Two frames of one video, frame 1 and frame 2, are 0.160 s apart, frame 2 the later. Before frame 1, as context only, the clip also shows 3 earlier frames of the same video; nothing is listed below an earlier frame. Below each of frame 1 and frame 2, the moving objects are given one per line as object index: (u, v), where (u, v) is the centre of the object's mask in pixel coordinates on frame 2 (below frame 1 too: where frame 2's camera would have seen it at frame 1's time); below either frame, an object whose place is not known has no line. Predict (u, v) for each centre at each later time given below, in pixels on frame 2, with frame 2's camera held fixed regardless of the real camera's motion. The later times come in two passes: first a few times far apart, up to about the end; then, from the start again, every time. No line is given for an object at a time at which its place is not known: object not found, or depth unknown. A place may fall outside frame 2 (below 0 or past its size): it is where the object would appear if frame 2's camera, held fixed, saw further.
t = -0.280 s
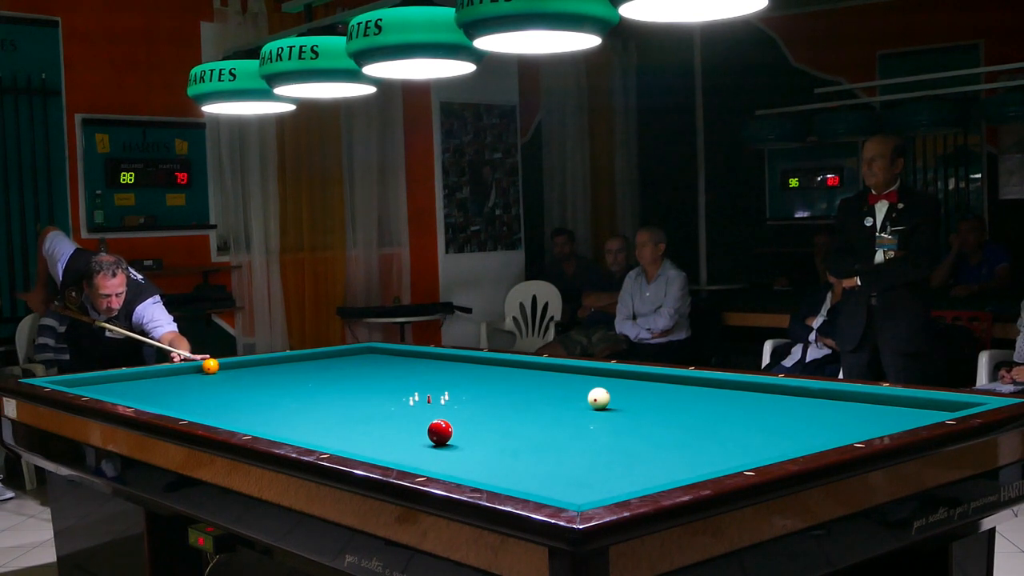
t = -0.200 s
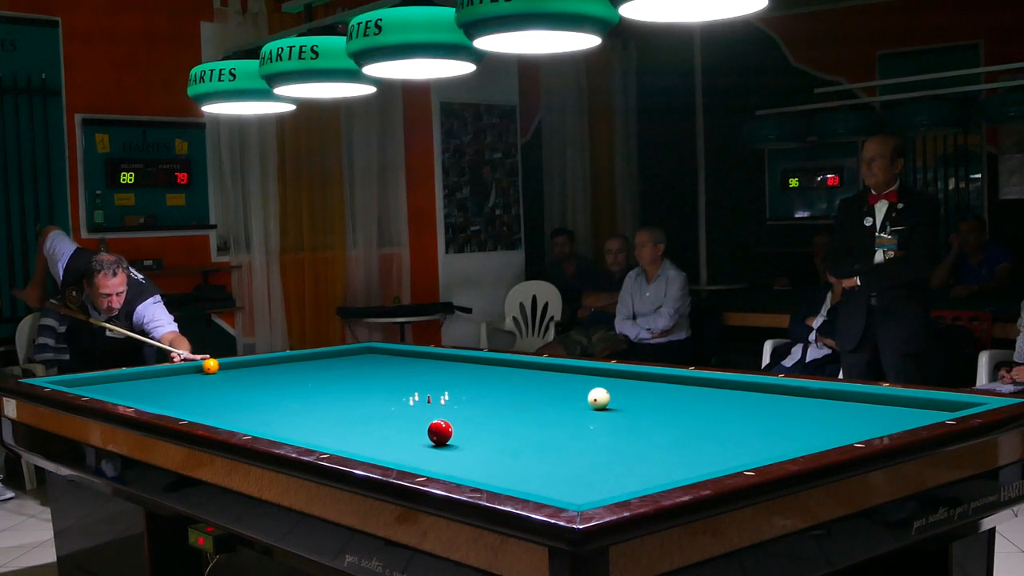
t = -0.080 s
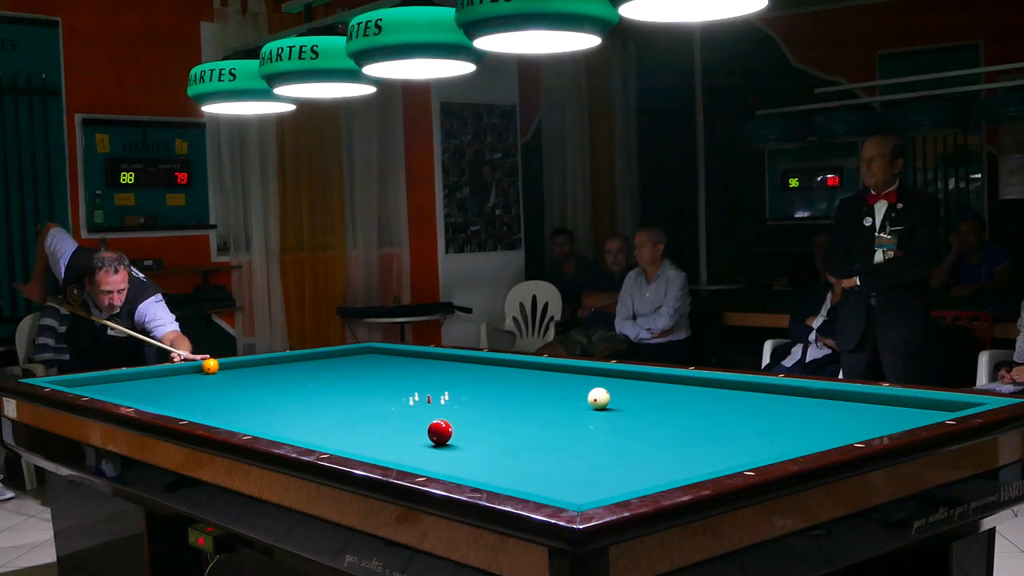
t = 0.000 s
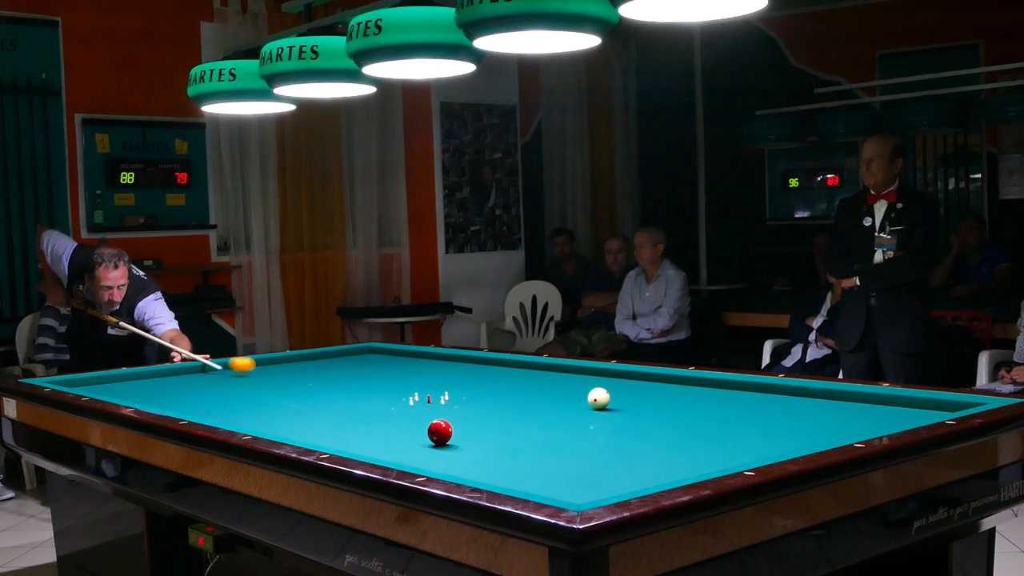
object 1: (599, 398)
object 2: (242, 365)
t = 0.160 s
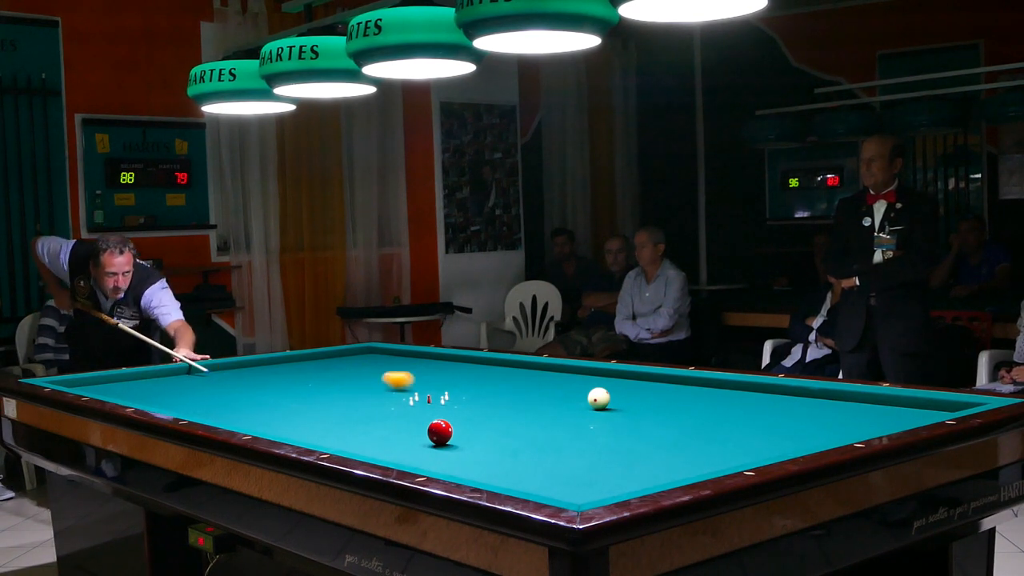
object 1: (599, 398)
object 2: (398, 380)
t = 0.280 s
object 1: (599, 398)
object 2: (543, 391)
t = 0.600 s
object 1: (735, 423)
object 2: (691, 386)
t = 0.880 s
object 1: (486, 397)
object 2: (712, 388)
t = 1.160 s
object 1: (334, 380)
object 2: (690, 396)
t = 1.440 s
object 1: (223, 368)
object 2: (668, 403)
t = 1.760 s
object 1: (262, 374)
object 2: (642, 413)
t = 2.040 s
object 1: (324, 384)
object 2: (618, 421)
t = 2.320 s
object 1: (393, 395)
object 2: (592, 430)
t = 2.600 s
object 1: (473, 407)
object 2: (565, 439)
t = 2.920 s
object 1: (584, 425)
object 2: (532, 451)
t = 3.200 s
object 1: (705, 444)
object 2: (502, 462)
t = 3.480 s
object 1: (722, 447)
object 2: (470, 469)
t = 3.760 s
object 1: (645, 436)
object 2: (484, 472)
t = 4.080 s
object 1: (571, 424)
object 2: (527, 474)
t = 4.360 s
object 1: (515, 416)
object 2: (564, 473)
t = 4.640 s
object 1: (465, 409)
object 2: (598, 472)
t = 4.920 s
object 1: (421, 402)
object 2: (631, 470)
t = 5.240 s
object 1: (376, 395)
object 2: (666, 468)
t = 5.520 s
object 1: (342, 390)
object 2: (694, 464)
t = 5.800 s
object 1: (310, 385)
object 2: (721, 460)
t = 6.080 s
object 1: (282, 381)
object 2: (744, 457)
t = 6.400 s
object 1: (253, 377)
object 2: (747, 455)
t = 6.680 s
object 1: (230, 373)
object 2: (749, 453)
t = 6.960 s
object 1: (209, 369)
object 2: (751, 452)
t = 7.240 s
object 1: (192, 367)
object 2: (753, 451)
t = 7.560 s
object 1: (206, 369)
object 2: (754, 449)
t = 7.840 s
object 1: (217, 371)
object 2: (755, 448)
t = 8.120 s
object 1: (229, 372)
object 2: (756, 448)
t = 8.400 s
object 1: (241, 374)
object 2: (757, 447)
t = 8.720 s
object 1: (253, 375)
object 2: (757, 447)
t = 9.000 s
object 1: (264, 377)
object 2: (757, 447)
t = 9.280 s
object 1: (274, 379)
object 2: (757, 447)
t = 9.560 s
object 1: (284, 380)
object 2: (757, 447)
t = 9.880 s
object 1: (294, 382)
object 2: (757, 447)
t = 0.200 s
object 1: (599, 398)
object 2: (443, 383)
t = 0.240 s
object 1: (599, 398)
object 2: (492, 387)
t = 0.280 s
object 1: (599, 398)
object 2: (543, 391)
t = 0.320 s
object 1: (610, 398)
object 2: (588, 395)
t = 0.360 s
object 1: (653, 404)
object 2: (603, 392)
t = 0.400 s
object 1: (702, 412)
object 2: (619, 391)
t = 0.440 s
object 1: (755, 420)
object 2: (633, 390)
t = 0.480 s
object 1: (812, 428)
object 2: (648, 389)
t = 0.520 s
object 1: (836, 431)
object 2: (663, 388)
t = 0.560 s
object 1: (783, 428)
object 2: (677, 387)
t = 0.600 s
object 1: (735, 423)
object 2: (691, 386)
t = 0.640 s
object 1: (690, 418)
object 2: (706, 384)
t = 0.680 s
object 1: (649, 414)
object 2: (720, 383)
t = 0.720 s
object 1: (611, 410)
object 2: (733, 383)
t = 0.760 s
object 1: (576, 406)
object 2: (728, 384)
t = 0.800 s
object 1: (544, 403)
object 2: (722, 386)
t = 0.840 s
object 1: (514, 399)
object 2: (717, 387)
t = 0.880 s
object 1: (486, 397)
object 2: (712, 388)
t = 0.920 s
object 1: (460, 394)
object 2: (708, 389)
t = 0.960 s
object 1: (435, 392)
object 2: (705, 390)
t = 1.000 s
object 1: (413, 389)
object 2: (702, 391)
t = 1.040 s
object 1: (392, 386)
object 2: (699, 393)
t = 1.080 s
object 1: (372, 385)
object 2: (696, 394)
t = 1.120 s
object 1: (353, 382)
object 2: (693, 395)
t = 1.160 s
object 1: (334, 380)
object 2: (690, 396)
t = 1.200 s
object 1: (317, 378)
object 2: (687, 397)
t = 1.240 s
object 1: (300, 376)
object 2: (684, 398)
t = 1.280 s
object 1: (284, 375)
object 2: (680, 399)
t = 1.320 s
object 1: (267, 373)
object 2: (678, 400)
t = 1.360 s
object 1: (252, 371)
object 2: (674, 401)
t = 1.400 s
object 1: (238, 370)
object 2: (671, 402)
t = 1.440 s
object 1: (223, 368)
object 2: (668, 403)
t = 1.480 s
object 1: (210, 367)
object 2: (665, 405)
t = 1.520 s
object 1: (202, 366)
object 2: (662, 405)
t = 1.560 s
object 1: (212, 367)
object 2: (658, 407)
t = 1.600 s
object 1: (222, 369)
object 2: (655, 408)
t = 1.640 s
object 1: (232, 370)
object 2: (652, 409)
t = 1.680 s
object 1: (242, 372)
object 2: (648, 410)
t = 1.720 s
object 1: (252, 373)
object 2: (645, 411)
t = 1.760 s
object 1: (262, 374)
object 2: (642, 413)
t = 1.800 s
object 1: (271, 376)
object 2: (638, 414)
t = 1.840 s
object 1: (280, 378)
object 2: (635, 415)
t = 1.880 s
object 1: (289, 379)
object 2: (632, 416)
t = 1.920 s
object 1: (298, 380)
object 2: (628, 417)
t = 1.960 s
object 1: (307, 381)
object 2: (624, 419)
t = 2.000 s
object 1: (316, 382)
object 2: (621, 420)
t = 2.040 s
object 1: (324, 384)
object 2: (618, 421)
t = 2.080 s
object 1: (334, 386)
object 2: (614, 422)
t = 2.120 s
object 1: (343, 387)
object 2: (610, 423)
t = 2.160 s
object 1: (353, 388)
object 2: (606, 425)
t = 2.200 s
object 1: (362, 389)
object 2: (603, 426)
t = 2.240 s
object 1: (372, 392)
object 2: (599, 428)
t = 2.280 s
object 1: (382, 393)
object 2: (595, 429)
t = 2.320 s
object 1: (393, 395)
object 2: (592, 430)
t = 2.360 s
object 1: (403, 396)
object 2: (588, 431)
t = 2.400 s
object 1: (414, 398)
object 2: (584, 433)
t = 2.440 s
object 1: (425, 400)
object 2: (580, 434)
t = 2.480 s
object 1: (436, 402)
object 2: (577, 435)
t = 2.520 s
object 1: (448, 403)
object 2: (573, 437)
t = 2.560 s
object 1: (460, 405)
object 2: (569, 438)
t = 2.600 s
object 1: (473, 407)
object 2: (565, 439)
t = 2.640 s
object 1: (485, 409)
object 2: (561, 441)
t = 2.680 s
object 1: (498, 411)
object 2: (557, 443)
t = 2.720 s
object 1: (512, 413)
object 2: (553, 444)
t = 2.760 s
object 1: (525, 416)
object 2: (549, 445)
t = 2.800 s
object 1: (539, 417)
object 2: (545, 446)
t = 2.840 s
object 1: (554, 420)
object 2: (540, 448)
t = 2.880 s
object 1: (569, 422)
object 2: (536, 449)
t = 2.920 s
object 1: (584, 425)
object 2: (532, 451)
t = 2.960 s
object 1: (600, 427)
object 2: (528, 452)
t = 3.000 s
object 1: (616, 430)
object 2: (524, 454)
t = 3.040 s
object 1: (632, 432)
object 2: (519, 455)
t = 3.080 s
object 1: (650, 435)
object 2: (515, 457)
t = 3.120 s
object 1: (667, 437)
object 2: (511, 458)
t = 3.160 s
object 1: (685, 441)
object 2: (506, 460)
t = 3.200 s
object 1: (705, 444)
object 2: (502, 462)
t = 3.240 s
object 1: (724, 446)
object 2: (497, 463)
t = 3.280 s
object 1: (743, 449)
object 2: (493, 465)
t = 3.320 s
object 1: (763, 449)
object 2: (488, 466)
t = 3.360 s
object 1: (769, 449)
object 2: (484, 467)
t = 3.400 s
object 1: (752, 450)
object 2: (479, 468)
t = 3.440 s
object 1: (737, 449)
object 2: (474, 469)
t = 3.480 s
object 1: (722, 447)
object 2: (470, 469)
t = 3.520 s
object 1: (709, 445)
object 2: (466, 469)
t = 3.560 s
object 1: (697, 444)
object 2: (461, 470)
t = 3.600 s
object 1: (686, 442)
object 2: (460, 470)
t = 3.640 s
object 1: (675, 440)
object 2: (467, 471)
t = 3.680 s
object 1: (664, 439)
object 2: (473, 471)
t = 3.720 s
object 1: (654, 437)
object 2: (478, 472)
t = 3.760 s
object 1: (645, 436)
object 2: (484, 472)
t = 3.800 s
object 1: (635, 434)
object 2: (489, 472)
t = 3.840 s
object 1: (625, 433)
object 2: (495, 473)
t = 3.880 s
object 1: (615, 431)
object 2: (500, 473)
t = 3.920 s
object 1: (606, 430)
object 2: (505, 473)
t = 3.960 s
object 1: (597, 428)
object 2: (511, 474)
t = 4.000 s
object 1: (588, 427)
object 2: (516, 474)
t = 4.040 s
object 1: (579, 425)
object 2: (522, 474)
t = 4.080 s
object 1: (571, 424)
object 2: (527, 474)
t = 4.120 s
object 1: (563, 423)
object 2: (532, 474)
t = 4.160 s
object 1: (554, 422)
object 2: (538, 474)
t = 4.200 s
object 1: (546, 420)
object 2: (543, 473)
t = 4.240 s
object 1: (538, 419)
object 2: (548, 473)
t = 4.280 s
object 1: (530, 418)
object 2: (553, 473)
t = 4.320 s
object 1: (522, 417)
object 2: (559, 473)
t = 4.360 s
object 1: (515, 416)
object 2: (564, 473)
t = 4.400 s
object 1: (507, 415)
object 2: (569, 472)
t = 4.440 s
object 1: (500, 414)
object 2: (574, 472)
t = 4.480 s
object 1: (493, 412)
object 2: (579, 472)
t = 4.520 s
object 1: (486, 412)
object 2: (583, 472)
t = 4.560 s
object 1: (479, 410)
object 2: (588, 472)
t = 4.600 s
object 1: (472, 409)
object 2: (593, 472)
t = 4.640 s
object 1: (465, 409)
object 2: (598, 472)
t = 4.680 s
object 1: (459, 407)
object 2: (603, 471)
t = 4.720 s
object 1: (452, 406)
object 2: (608, 471)
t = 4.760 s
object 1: (446, 406)
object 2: (612, 471)
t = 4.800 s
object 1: (439, 404)
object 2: (617, 471)
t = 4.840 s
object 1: (433, 403)
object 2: (622, 470)
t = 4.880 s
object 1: (427, 402)
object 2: (626, 470)
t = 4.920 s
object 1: (421, 402)
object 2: (631, 470)
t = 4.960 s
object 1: (415, 401)
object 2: (635, 470)
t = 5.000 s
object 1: (409, 400)
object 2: (640, 470)
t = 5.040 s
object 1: (404, 399)
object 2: (644, 469)
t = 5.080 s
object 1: (398, 398)
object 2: (649, 469)
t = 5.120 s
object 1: (392, 398)
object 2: (653, 468)
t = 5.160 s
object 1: (387, 397)
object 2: (657, 468)
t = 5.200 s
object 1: (382, 396)
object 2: (661, 468)
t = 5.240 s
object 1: (376, 395)
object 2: (666, 468)
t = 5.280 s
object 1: (371, 394)
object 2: (670, 467)
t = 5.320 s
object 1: (366, 393)
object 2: (674, 466)
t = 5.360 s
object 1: (361, 393)
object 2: (678, 466)
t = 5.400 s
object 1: (356, 392)
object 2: (682, 466)
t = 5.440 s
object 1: (351, 391)
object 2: (686, 465)
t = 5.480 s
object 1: (346, 390)
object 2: (690, 465)
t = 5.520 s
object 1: (342, 390)
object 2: (694, 464)
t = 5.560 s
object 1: (337, 389)
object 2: (698, 464)
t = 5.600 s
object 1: (332, 388)
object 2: (702, 463)
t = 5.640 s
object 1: (327, 388)
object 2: (706, 462)
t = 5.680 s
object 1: (323, 387)
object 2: (709, 462)
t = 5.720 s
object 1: (319, 387)
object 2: (713, 461)
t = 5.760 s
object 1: (314, 386)
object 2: (717, 461)
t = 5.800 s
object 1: (310, 385)
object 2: (721, 460)
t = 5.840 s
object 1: (306, 385)
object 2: (724, 460)
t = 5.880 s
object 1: (302, 384)
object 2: (728, 459)
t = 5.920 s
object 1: (298, 383)
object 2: (731, 459)
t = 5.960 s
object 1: (294, 382)
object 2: (735, 458)
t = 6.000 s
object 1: (290, 382)
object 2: (738, 458)
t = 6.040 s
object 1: (286, 381)
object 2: (742, 458)
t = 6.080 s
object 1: (282, 381)
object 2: (744, 457)
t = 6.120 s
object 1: (278, 380)
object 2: (744, 457)
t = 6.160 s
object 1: (274, 380)
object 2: (744, 457)
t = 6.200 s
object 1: (270, 379)
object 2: (745, 456)
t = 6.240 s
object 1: (267, 379)
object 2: (745, 456)
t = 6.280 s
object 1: (263, 378)
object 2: (746, 456)
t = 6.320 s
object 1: (260, 378)
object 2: (746, 456)
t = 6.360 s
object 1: (257, 377)
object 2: (746, 455)
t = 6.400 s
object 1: (253, 377)
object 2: (747, 455)
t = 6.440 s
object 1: (249, 376)
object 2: (747, 455)
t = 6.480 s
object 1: (246, 375)
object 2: (747, 455)
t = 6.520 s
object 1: (243, 375)
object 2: (748, 454)
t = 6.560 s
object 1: (239, 374)
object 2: (748, 454)
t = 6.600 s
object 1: (236, 374)
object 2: (748, 454)
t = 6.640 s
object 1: (233, 373)
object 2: (749, 453)
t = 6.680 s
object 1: (230, 373)
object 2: (749, 453)
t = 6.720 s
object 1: (227, 372)
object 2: (749, 453)
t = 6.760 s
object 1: (224, 372)
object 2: (750, 453)
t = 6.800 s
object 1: (220, 371)
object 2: (750, 453)
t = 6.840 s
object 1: (217, 371)
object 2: (750, 452)
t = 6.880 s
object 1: (214, 370)
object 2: (750, 452)
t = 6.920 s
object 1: (212, 370)
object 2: (751, 452)
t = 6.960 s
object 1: (209, 369)
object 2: (751, 452)
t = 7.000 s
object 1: (206, 369)
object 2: (751, 452)
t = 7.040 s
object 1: (203, 369)
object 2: (751, 451)
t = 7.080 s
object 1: (200, 368)
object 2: (752, 451)
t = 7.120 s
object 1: (197, 368)
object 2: (752, 451)
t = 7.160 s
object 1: (195, 367)
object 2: (752, 451)
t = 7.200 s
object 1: (192, 367)
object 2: (752, 451)
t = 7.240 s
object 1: (192, 367)
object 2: (753, 451)
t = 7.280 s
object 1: (194, 367)
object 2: (753, 451)
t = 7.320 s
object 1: (196, 367)
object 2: (753, 450)
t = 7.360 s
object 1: (197, 367)
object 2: (753, 450)
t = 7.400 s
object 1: (199, 368)
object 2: (754, 450)
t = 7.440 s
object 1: (201, 368)
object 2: (754, 450)
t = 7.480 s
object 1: (202, 368)
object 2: (754, 450)
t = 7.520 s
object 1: (204, 368)
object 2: (754, 449)
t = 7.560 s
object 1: (206, 369)
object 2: (754, 449)
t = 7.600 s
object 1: (208, 369)
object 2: (755, 449)
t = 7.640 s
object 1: (209, 369)
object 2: (755, 449)
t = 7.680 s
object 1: (211, 370)
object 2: (755, 449)
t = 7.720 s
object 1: (212, 370)
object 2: (755, 448)
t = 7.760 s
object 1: (214, 370)
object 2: (755, 449)
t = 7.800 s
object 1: (216, 370)
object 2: (755, 448)
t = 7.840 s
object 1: (217, 371)
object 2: (755, 448)
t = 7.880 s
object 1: (219, 371)
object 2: (756, 448)
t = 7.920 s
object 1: (221, 371)
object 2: (756, 448)
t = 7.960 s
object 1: (222, 371)
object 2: (756, 448)
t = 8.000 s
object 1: (224, 371)
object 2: (756, 448)
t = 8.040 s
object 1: (226, 372)
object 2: (756, 448)
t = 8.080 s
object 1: (227, 372)
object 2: (756, 448)
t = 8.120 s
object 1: (229, 372)
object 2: (756, 448)
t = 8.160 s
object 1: (230, 372)
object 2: (756, 448)
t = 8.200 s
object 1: (232, 372)
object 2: (757, 447)
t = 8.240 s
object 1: (234, 373)
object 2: (757, 447)
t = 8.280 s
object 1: (235, 373)
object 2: (757, 447)
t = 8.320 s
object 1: (237, 373)
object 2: (757, 447)
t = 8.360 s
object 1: (239, 374)
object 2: (757, 447)
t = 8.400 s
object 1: (241, 374)
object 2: (757, 447)
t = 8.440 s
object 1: (242, 374)
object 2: (757, 447)
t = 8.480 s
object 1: (244, 374)
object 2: (757, 447)
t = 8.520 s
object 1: (245, 374)
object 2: (757, 447)
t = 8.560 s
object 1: (247, 375)
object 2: (757, 447)
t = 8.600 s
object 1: (249, 375)
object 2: (757, 447)
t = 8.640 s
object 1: (250, 375)
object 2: (757, 447)
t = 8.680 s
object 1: (252, 375)
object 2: (757, 447)
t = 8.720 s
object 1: (253, 375)
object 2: (757, 447)
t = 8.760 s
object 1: (255, 375)
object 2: (757, 447)
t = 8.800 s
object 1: (256, 376)
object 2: (757, 447)
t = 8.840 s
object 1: (258, 376)
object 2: (757, 447)
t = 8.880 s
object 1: (259, 376)
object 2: (757, 447)
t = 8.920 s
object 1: (261, 377)
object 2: (757, 447)
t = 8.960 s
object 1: (262, 377)
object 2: (757, 447)
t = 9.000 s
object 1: (264, 377)
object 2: (757, 447)
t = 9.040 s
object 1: (266, 377)
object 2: (757, 447)
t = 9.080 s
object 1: (267, 377)
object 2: (757, 447)
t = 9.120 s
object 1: (268, 378)
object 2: (757, 447)
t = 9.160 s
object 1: (270, 378)
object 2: (757, 447)
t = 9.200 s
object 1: (271, 378)
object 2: (757, 447)
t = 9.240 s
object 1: (273, 378)
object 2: (757, 447)
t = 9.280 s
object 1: (274, 379)
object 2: (757, 447)
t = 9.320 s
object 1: (275, 379)
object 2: (757, 447)
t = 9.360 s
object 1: (277, 379)
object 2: (757, 447)
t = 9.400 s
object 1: (278, 379)
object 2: (757, 447)
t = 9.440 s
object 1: (279, 380)
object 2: (757, 447)
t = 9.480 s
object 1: (281, 380)
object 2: (757, 447)
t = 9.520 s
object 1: (282, 380)
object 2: (757, 447)
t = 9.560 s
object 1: (284, 380)
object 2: (757, 447)
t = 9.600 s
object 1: (285, 380)
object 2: (757, 447)
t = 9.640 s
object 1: (286, 380)
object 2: (757, 447)
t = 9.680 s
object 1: (288, 381)
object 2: (757, 447)
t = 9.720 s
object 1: (289, 381)
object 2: (757, 447)
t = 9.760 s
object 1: (290, 381)
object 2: (757, 447)
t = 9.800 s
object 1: (292, 381)
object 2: (757, 447)
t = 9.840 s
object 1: (293, 381)
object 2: (757, 447)
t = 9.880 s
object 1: (294, 382)
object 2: (757, 447)
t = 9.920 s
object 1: (296, 382)
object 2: (757, 447)
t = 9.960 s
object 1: (297, 382)
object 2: (757, 447)
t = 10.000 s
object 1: (298, 382)
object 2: (757, 447)
